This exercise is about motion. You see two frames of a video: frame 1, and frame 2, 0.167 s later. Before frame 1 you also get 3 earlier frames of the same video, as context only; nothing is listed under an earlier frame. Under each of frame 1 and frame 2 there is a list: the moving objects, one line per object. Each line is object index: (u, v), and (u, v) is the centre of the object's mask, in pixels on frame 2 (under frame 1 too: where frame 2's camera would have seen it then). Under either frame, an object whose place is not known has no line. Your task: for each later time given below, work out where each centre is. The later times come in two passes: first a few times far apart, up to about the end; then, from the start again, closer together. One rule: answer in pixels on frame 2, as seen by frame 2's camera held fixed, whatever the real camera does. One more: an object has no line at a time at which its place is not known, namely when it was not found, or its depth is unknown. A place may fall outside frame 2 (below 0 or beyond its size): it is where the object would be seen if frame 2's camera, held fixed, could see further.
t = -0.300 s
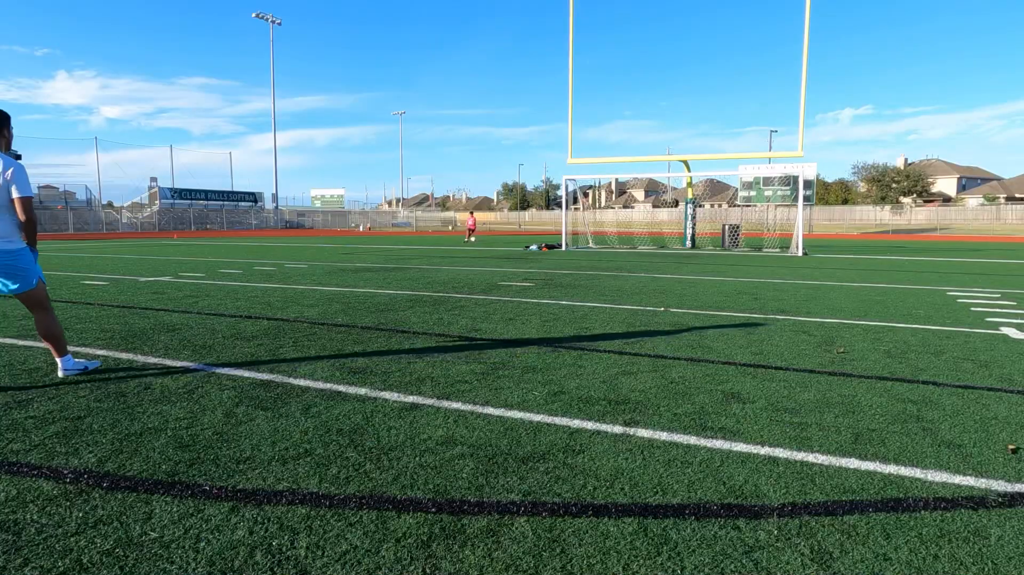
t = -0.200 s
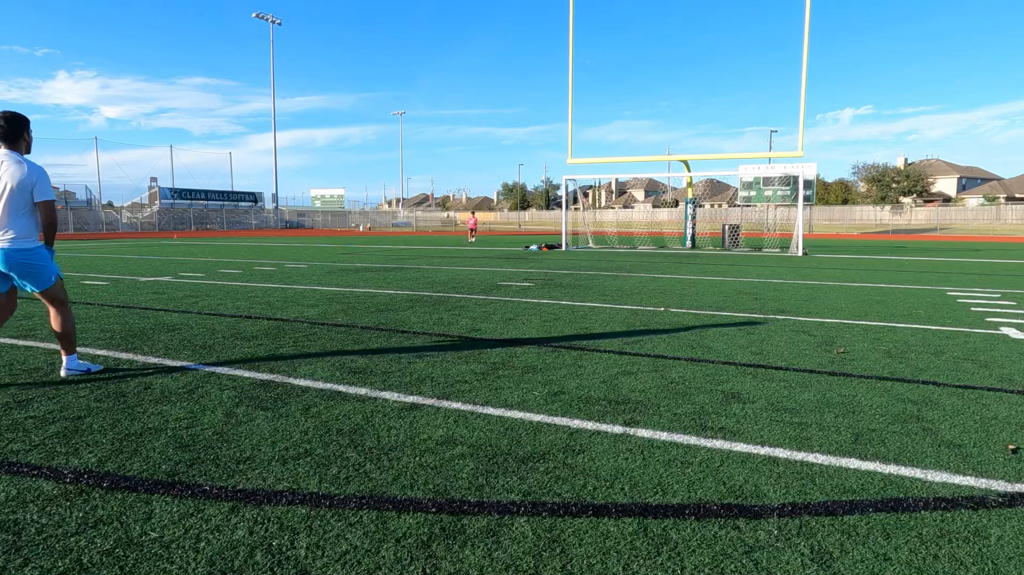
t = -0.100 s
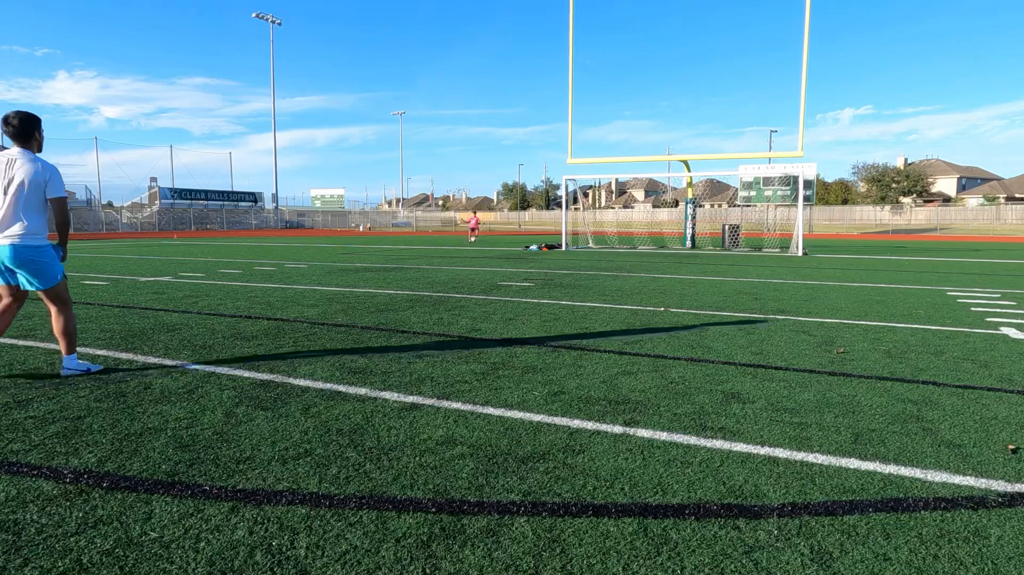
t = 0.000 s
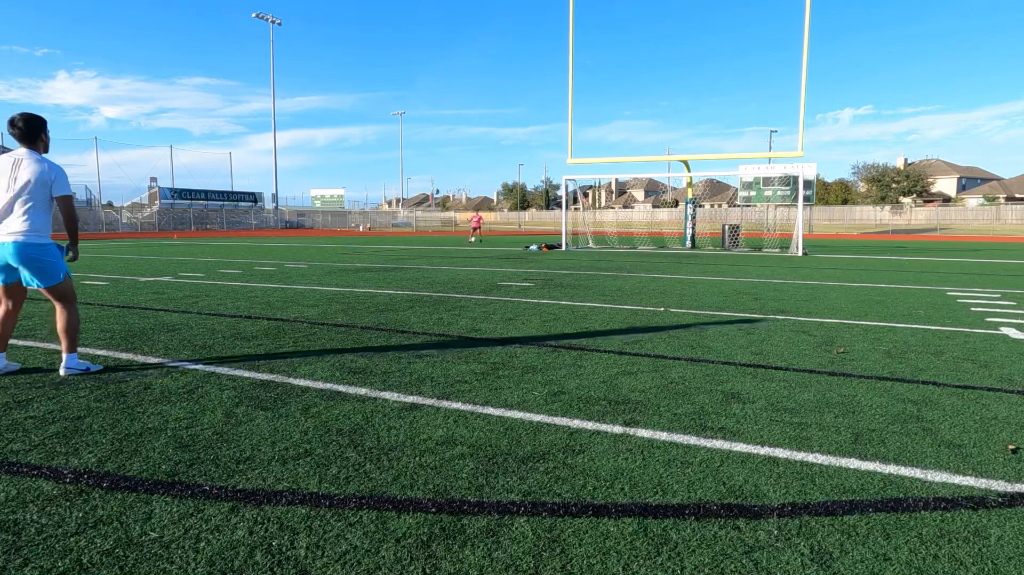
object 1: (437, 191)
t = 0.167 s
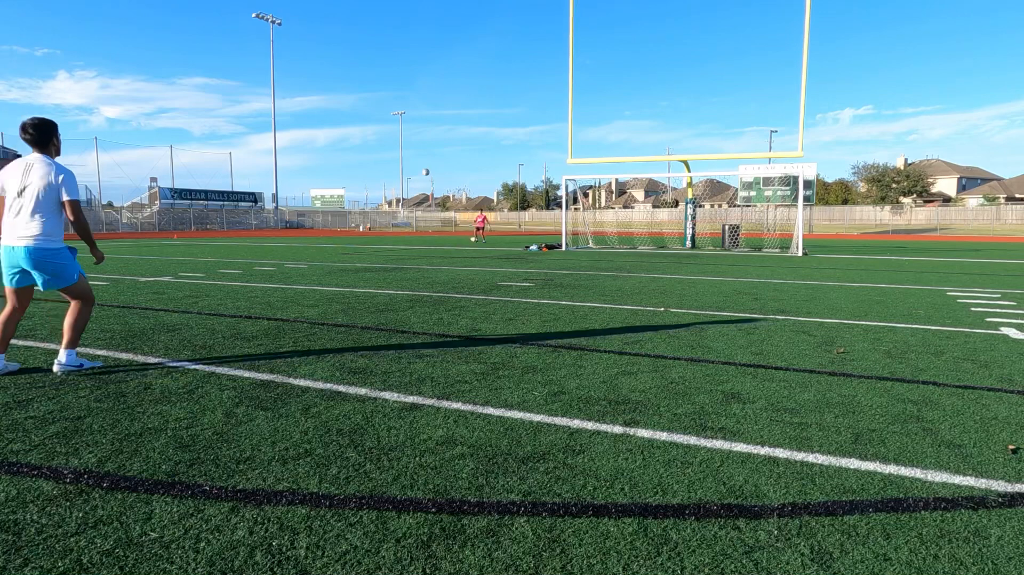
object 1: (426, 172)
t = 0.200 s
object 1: (423, 168)
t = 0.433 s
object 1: (406, 144)
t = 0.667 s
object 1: (384, 127)
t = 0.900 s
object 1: (352, 127)
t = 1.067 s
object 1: (319, 150)
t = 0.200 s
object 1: (423, 168)
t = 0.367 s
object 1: (412, 150)
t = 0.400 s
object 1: (409, 147)
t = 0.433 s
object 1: (406, 144)
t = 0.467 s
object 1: (403, 141)
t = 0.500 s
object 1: (400, 138)
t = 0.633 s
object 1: (387, 129)
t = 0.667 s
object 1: (384, 127)
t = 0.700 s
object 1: (379, 126)
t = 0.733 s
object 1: (376, 125)
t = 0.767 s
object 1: (371, 124)
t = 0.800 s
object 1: (367, 124)
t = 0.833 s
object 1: (362, 124)
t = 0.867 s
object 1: (358, 125)
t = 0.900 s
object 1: (352, 127)
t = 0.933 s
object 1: (347, 130)
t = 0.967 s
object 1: (341, 133)
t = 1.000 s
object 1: (334, 138)
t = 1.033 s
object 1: (326, 144)
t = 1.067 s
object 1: (319, 150)
